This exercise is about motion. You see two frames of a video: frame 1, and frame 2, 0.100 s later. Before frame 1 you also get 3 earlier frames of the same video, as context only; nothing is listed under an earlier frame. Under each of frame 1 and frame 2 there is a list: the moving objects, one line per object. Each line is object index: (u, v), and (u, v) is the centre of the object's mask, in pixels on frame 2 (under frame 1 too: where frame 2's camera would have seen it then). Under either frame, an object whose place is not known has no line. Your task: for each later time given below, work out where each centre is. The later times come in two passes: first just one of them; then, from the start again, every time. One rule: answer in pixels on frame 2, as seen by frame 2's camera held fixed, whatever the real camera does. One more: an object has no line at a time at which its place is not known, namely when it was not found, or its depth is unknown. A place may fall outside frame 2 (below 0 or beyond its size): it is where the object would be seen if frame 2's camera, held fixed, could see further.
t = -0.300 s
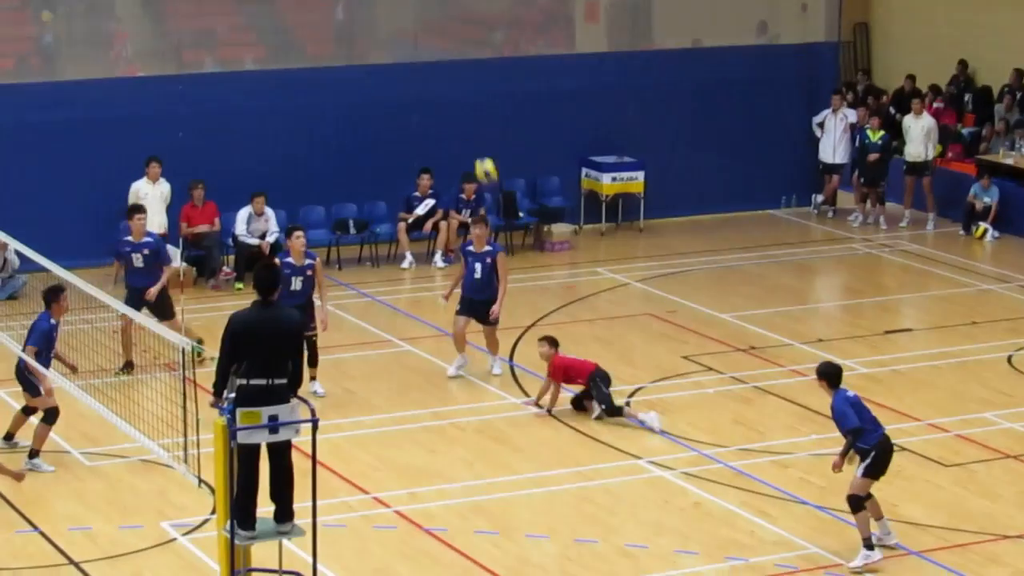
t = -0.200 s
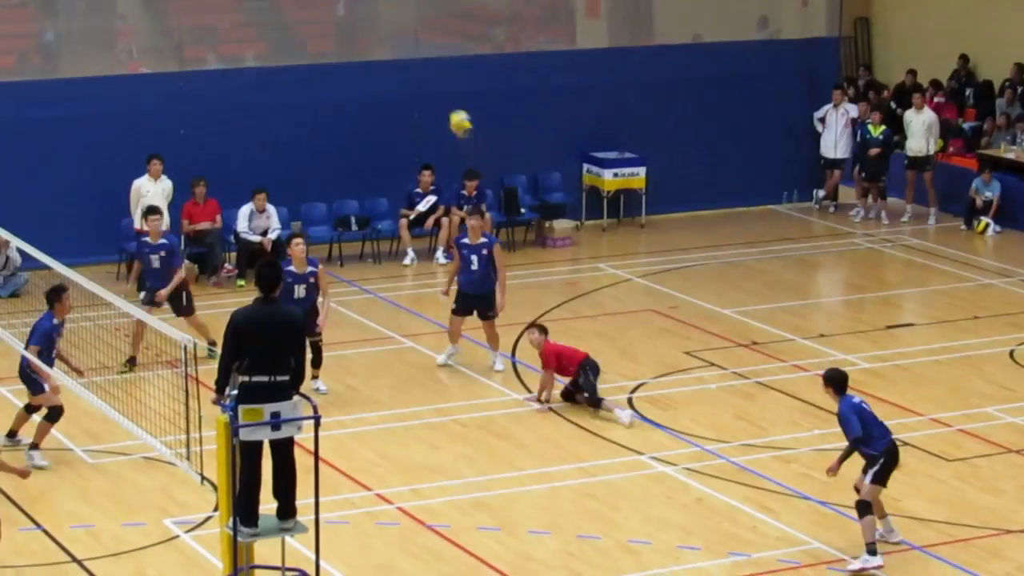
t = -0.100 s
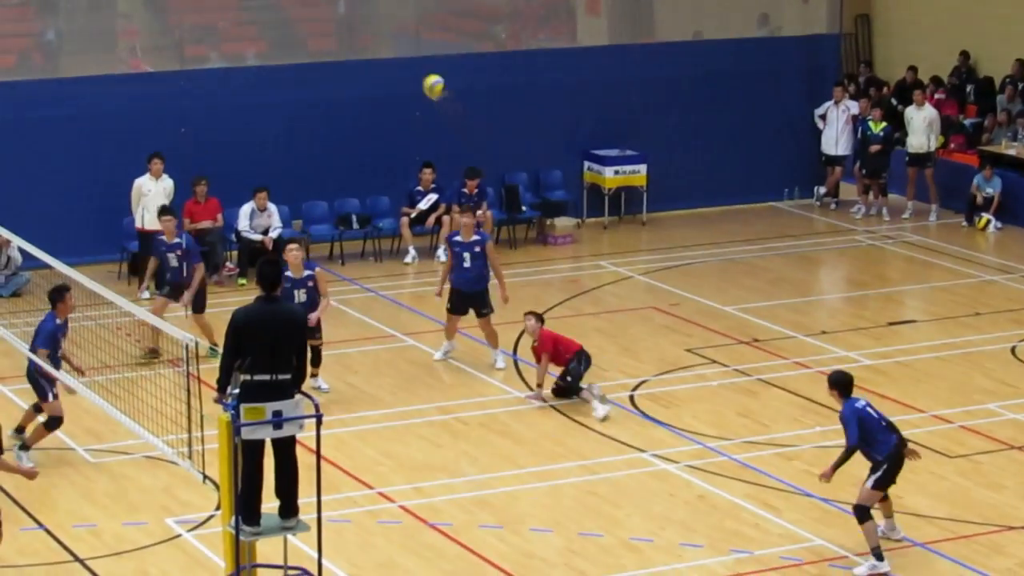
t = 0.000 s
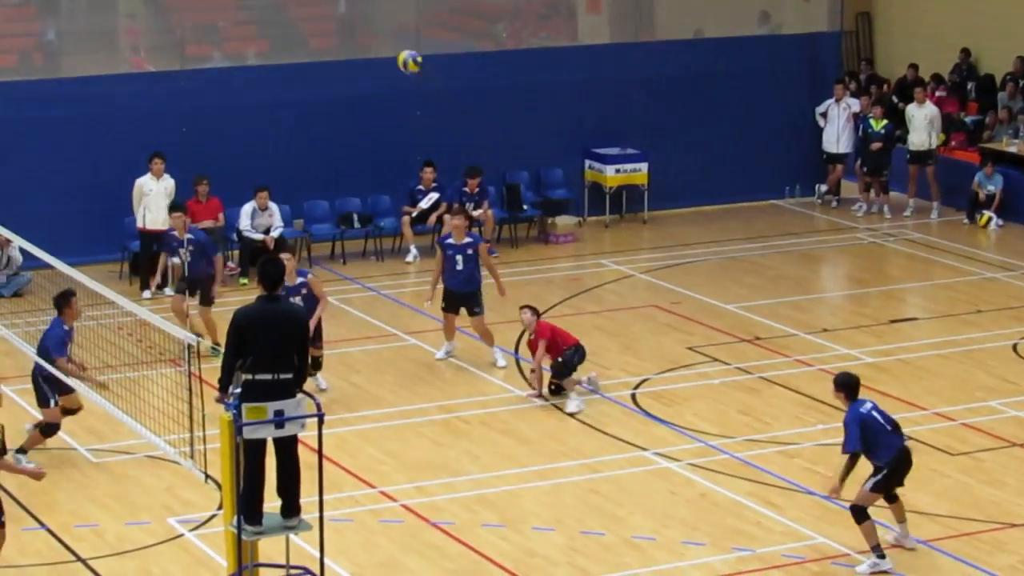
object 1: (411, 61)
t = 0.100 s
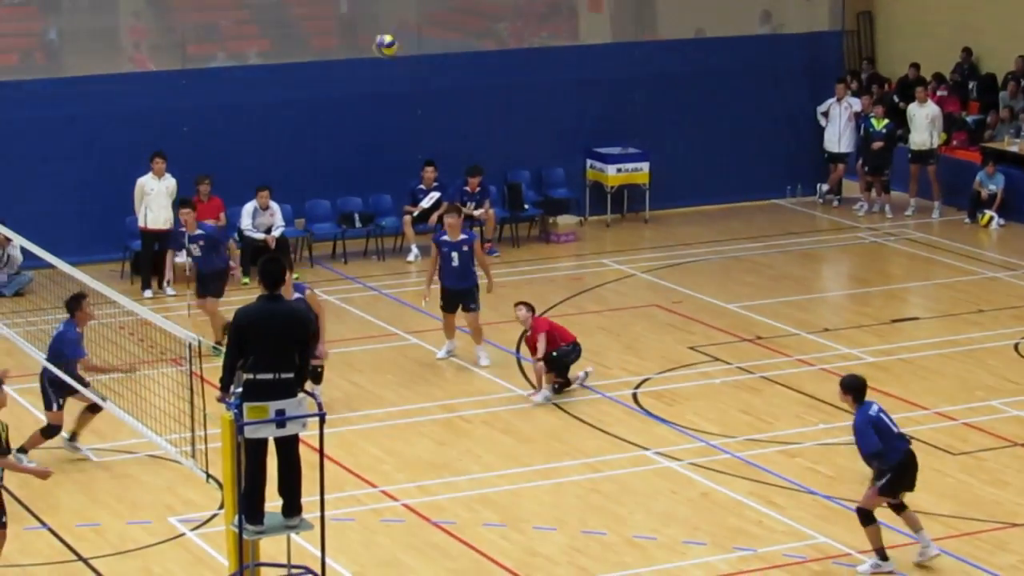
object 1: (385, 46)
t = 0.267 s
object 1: (342, 43)
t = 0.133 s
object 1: (375, 42)
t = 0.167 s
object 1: (367, 40)
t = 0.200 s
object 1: (359, 39)
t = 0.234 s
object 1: (351, 41)
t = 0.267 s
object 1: (342, 43)
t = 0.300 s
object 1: (333, 46)
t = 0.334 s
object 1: (325, 50)
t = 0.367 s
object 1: (316, 56)
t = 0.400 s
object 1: (307, 62)
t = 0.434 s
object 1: (299, 69)
